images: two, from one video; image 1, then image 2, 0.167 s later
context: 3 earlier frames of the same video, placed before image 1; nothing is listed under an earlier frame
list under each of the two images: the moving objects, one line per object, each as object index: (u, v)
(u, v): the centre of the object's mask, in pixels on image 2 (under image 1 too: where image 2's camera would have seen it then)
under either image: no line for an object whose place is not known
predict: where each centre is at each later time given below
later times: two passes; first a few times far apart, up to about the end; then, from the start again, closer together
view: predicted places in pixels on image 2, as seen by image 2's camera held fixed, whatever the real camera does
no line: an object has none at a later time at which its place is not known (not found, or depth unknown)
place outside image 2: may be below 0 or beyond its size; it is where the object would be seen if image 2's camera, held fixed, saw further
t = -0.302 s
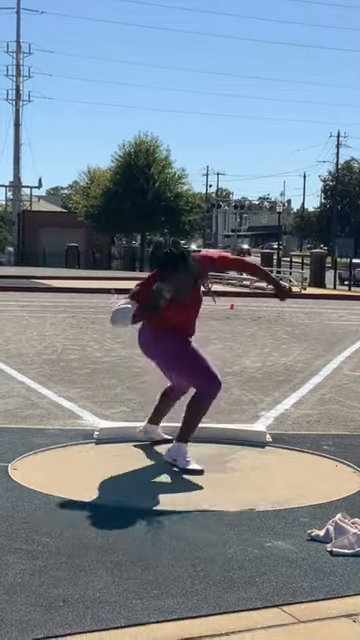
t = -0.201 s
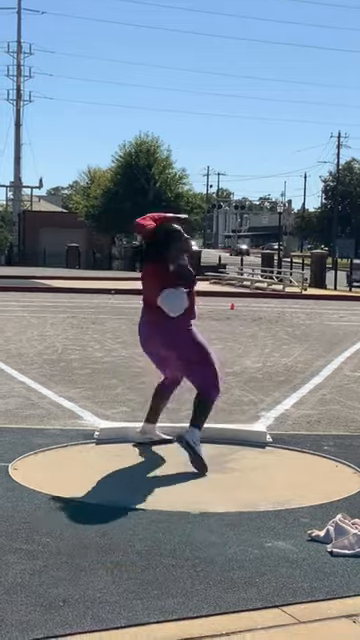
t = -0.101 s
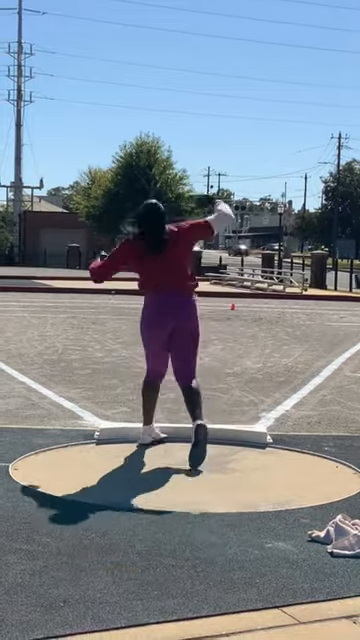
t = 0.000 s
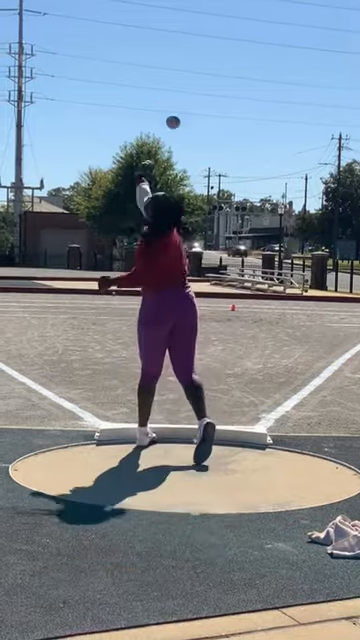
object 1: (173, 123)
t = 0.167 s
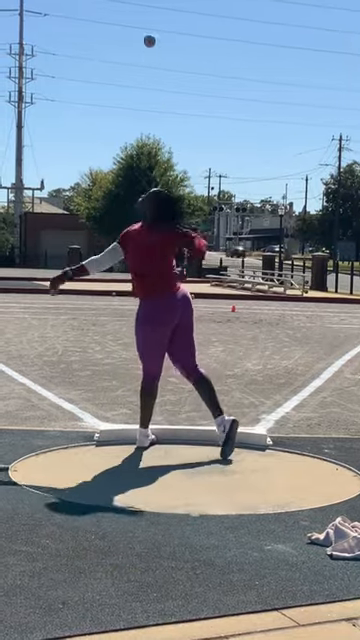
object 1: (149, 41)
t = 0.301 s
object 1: (134, 12)
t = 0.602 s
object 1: (109, 18)
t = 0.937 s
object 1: (89, 93)
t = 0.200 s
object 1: (145, 31)
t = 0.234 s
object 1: (141, 23)
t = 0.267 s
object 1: (138, 16)
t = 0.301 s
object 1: (134, 12)
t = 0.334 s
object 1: (131, 8)
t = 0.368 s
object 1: (127, 5)
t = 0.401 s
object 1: (124, 4)
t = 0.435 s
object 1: (121, 4)
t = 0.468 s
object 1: (119, 5)
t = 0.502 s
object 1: (116, 7)
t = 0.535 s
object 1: (114, 10)
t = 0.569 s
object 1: (111, 13)
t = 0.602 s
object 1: (109, 18)
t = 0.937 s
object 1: (89, 93)
